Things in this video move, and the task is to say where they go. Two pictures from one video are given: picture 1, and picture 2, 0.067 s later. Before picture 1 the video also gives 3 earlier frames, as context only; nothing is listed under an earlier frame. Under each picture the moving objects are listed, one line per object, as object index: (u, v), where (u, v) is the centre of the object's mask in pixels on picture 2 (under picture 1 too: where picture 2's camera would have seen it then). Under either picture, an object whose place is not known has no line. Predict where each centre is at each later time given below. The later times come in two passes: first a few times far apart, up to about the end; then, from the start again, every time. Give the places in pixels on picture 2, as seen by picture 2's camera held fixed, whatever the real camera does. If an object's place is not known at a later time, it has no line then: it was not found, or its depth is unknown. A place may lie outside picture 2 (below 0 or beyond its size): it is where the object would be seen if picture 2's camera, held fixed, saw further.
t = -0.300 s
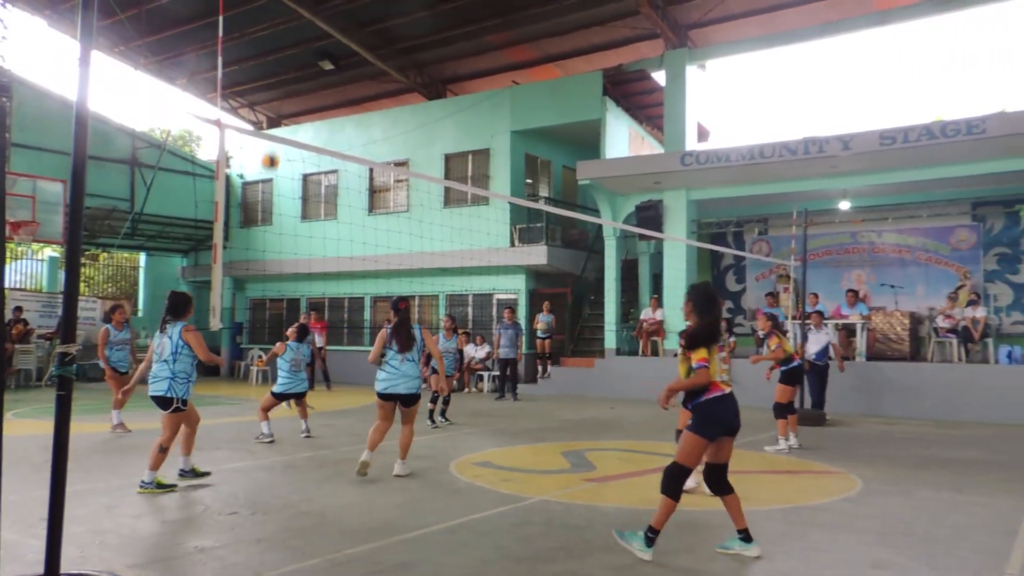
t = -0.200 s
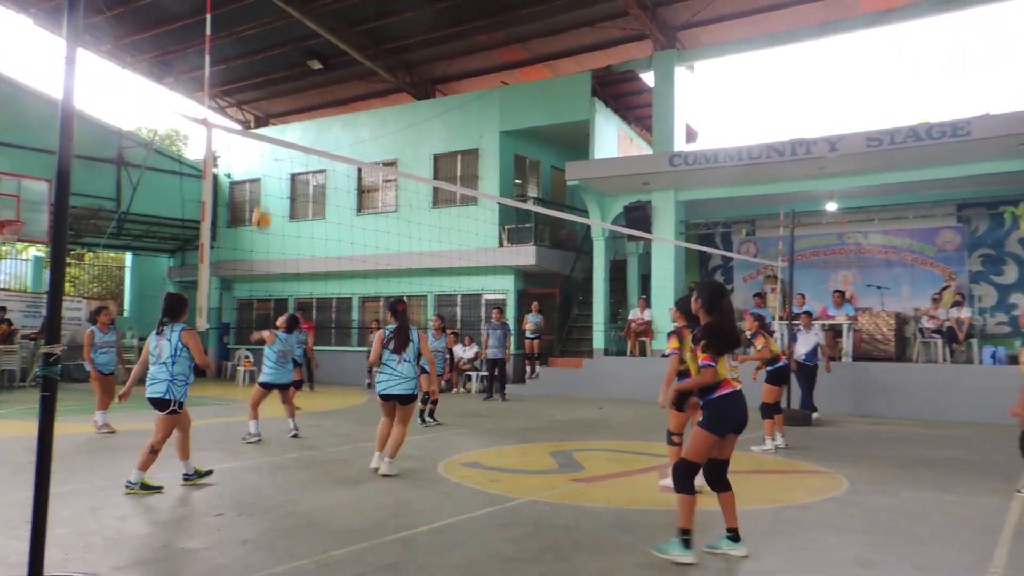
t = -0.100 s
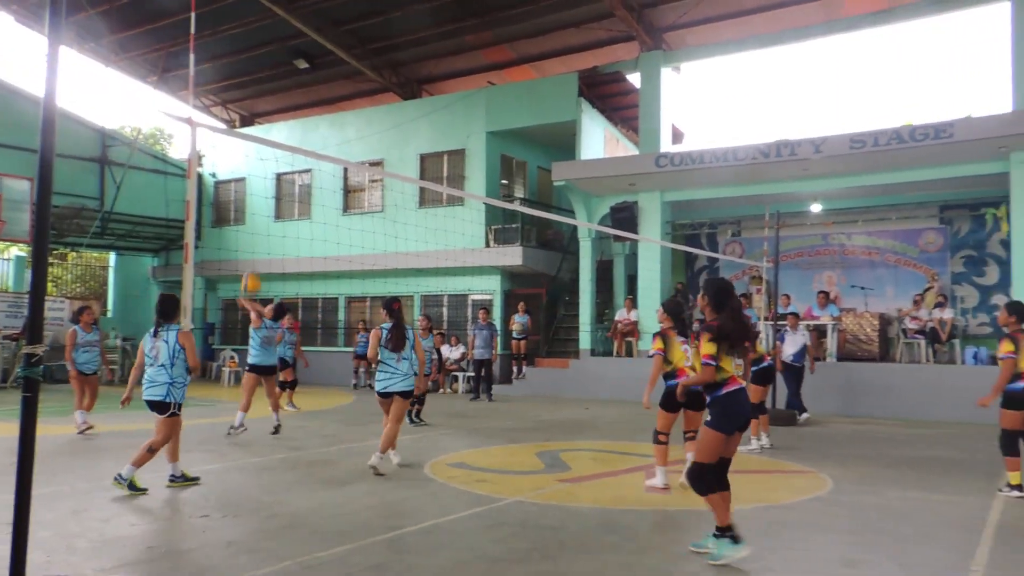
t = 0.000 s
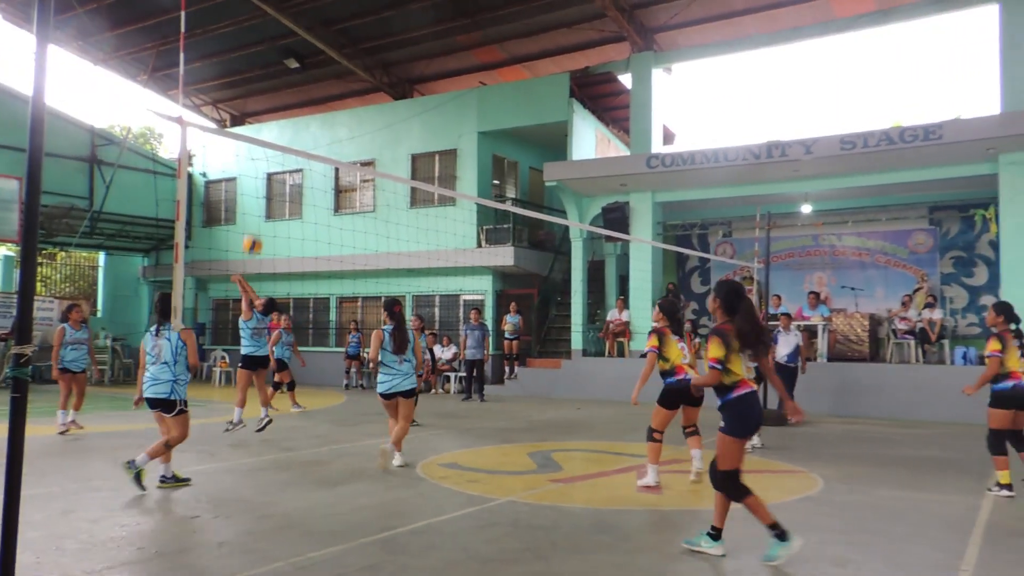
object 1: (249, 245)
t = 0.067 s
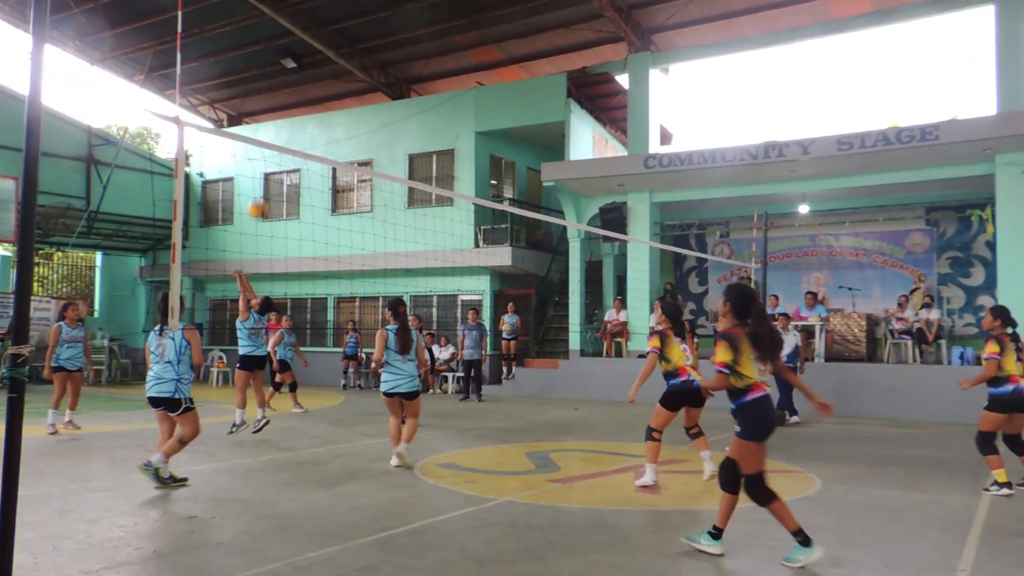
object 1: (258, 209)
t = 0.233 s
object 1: (278, 133)
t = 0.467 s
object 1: (308, 63)
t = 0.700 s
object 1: (344, 42)
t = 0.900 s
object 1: (381, 77)
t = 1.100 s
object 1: (422, 171)
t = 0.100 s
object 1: (263, 193)
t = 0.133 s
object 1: (266, 178)
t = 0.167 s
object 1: (270, 162)
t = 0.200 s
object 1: (275, 142)
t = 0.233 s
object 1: (278, 133)
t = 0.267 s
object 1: (281, 120)
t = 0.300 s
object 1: (286, 107)
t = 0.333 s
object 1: (290, 97)
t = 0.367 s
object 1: (295, 87)
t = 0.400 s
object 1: (299, 77)
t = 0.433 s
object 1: (304, 70)
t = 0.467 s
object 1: (308, 63)
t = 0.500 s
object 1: (313, 56)
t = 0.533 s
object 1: (318, 51)
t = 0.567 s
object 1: (323, 47)
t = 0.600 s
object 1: (328, 44)
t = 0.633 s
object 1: (333, 42)
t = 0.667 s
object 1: (339, 41)
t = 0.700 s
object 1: (344, 42)
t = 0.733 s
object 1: (350, 44)
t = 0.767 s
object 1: (356, 47)
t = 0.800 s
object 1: (362, 53)
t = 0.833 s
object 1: (368, 59)
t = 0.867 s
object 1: (374, 66)
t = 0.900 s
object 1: (381, 77)
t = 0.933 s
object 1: (387, 88)
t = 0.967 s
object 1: (393, 100)
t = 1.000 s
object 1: (401, 116)
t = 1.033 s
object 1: (407, 134)
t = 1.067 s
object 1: (415, 155)
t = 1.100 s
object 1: (422, 171)
